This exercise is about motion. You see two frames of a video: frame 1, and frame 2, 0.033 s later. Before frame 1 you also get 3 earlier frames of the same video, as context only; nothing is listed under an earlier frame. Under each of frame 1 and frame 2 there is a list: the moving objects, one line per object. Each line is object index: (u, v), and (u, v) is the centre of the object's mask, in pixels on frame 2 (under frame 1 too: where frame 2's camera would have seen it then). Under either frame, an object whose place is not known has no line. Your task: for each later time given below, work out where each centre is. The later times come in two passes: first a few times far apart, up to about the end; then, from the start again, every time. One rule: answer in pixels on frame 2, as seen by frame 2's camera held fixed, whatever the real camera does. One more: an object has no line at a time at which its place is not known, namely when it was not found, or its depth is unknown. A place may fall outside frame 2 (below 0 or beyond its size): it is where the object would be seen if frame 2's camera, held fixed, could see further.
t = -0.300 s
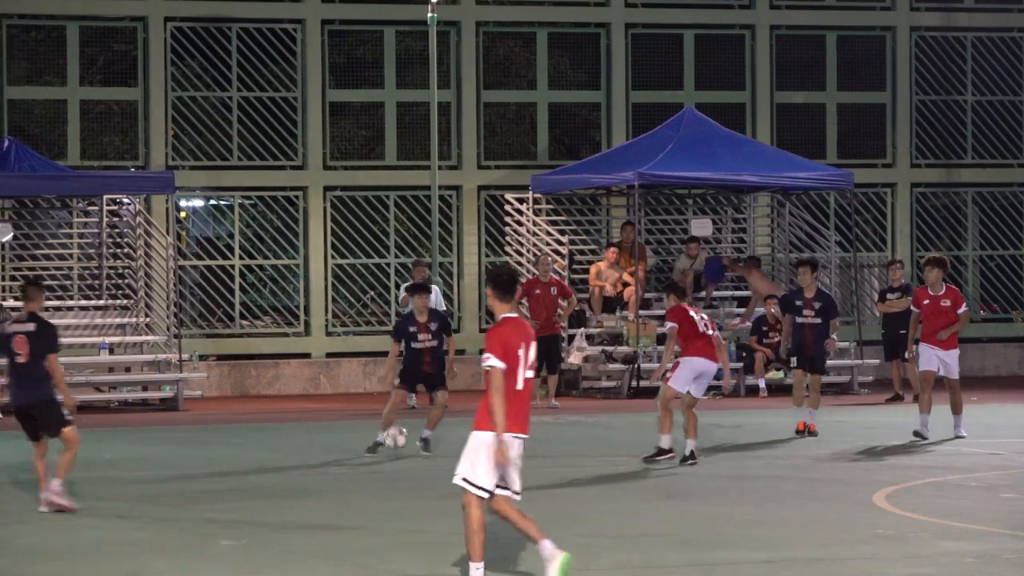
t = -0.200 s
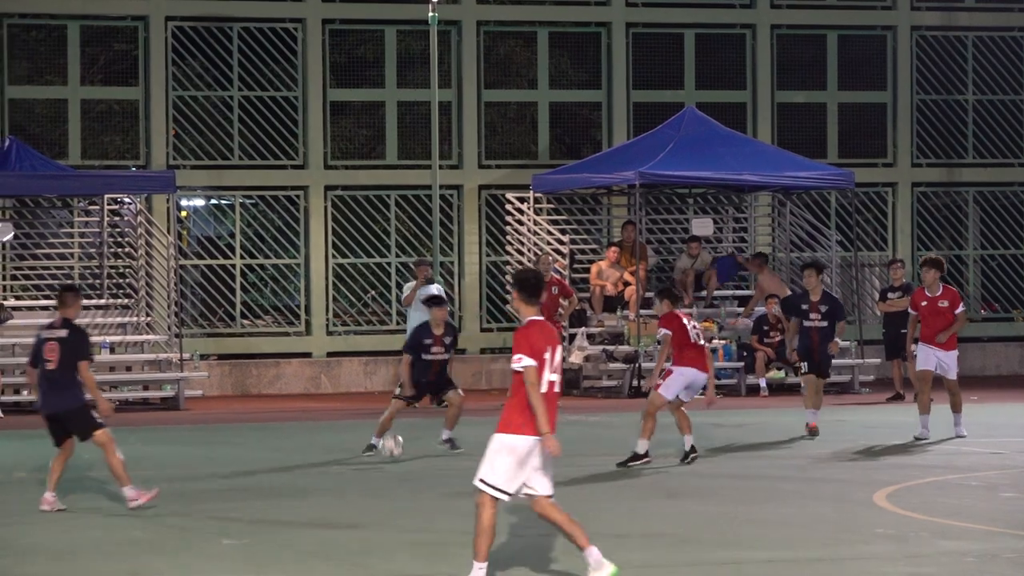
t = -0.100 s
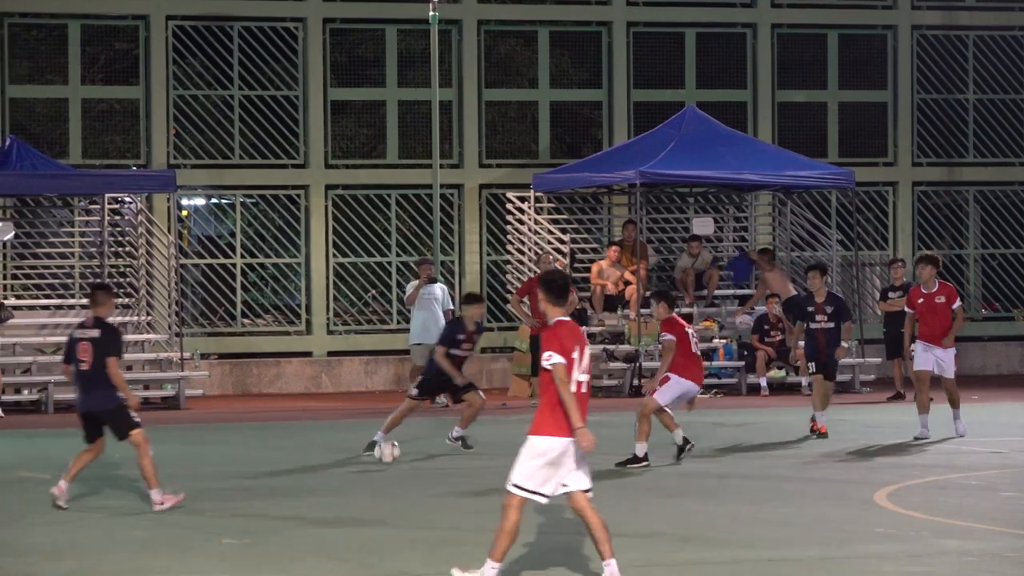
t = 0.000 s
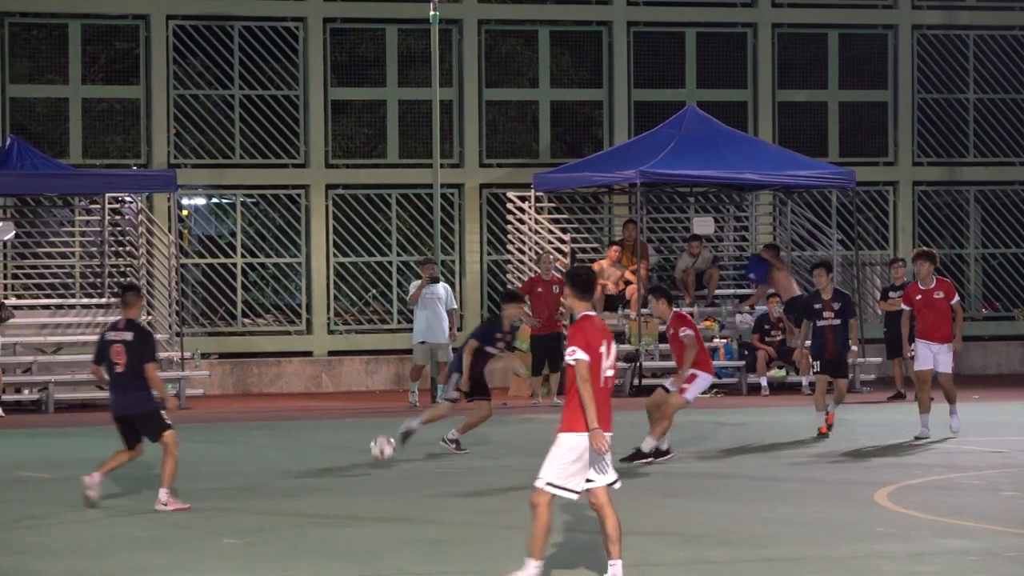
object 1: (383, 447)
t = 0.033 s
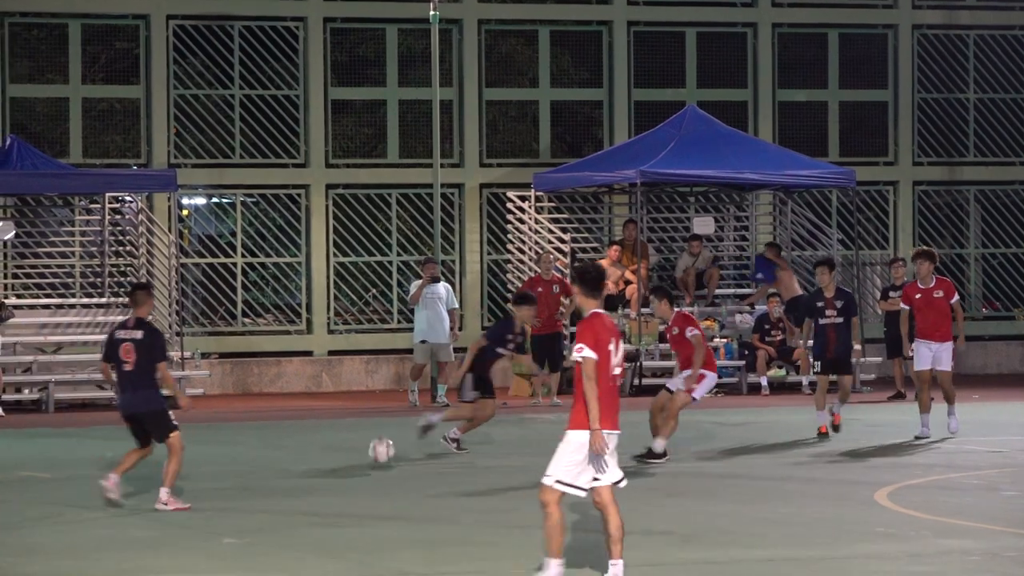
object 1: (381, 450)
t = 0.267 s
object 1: (371, 454)
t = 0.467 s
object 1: (361, 467)
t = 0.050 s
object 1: (381, 452)
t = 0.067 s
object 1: (380, 453)
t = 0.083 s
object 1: (379, 455)
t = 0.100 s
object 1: (378, 458)
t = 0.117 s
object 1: (377, 462)
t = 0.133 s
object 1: (377, 462)
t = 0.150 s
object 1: (376, 461)
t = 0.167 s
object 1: (375, 459)
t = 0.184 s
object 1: (375, 457)
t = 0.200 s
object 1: (373, 456)
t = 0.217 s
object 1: (373, 455)
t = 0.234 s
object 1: (372, 454)
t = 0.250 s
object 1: (371, 454)
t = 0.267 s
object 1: (371, 454)
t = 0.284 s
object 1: (370, 455)
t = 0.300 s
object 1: (369, 456)
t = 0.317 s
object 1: (369, 458)
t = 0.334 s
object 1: (367, 459)
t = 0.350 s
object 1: (367, 461)
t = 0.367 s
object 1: (366, 464)
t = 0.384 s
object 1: (365, 467)
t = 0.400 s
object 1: (365, 470)
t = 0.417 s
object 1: (364, 473)
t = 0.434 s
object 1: (363, 471)
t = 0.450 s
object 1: (363, 469)
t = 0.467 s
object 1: (361, 467)
